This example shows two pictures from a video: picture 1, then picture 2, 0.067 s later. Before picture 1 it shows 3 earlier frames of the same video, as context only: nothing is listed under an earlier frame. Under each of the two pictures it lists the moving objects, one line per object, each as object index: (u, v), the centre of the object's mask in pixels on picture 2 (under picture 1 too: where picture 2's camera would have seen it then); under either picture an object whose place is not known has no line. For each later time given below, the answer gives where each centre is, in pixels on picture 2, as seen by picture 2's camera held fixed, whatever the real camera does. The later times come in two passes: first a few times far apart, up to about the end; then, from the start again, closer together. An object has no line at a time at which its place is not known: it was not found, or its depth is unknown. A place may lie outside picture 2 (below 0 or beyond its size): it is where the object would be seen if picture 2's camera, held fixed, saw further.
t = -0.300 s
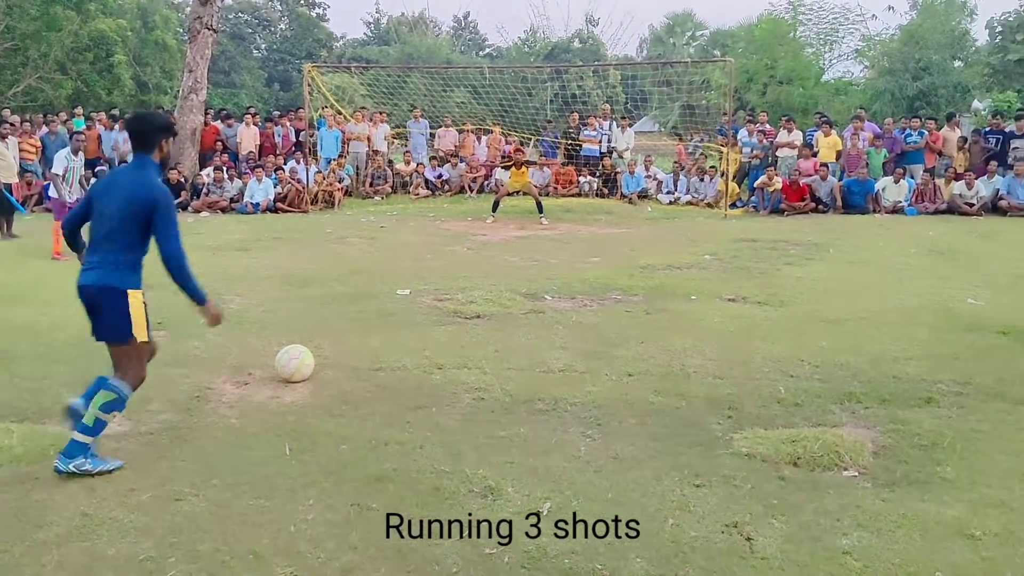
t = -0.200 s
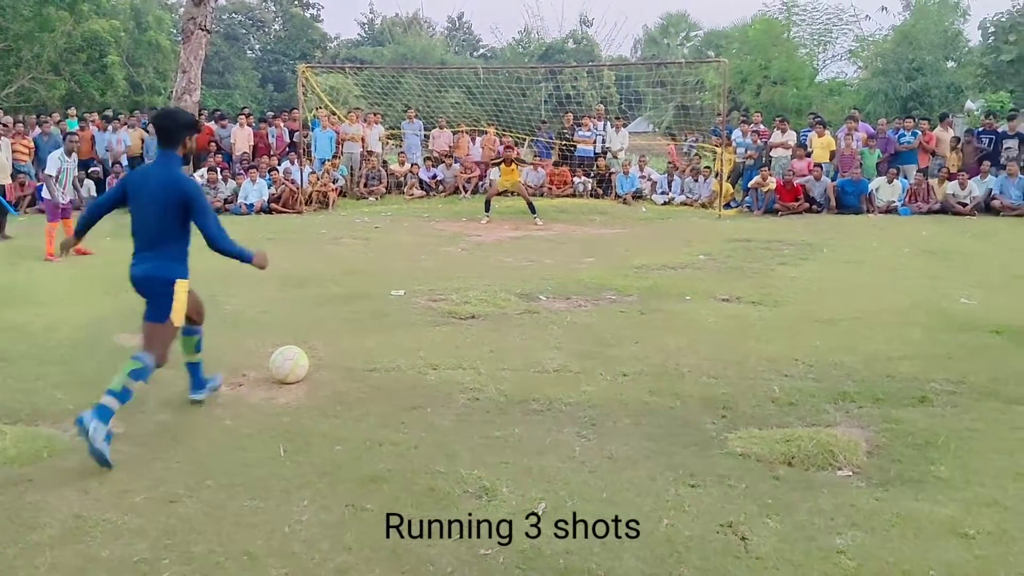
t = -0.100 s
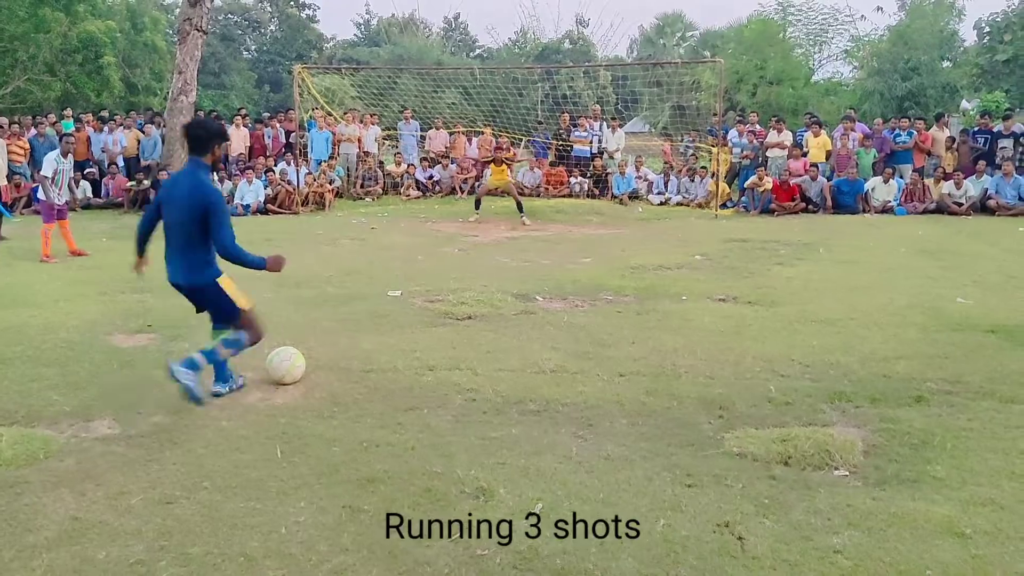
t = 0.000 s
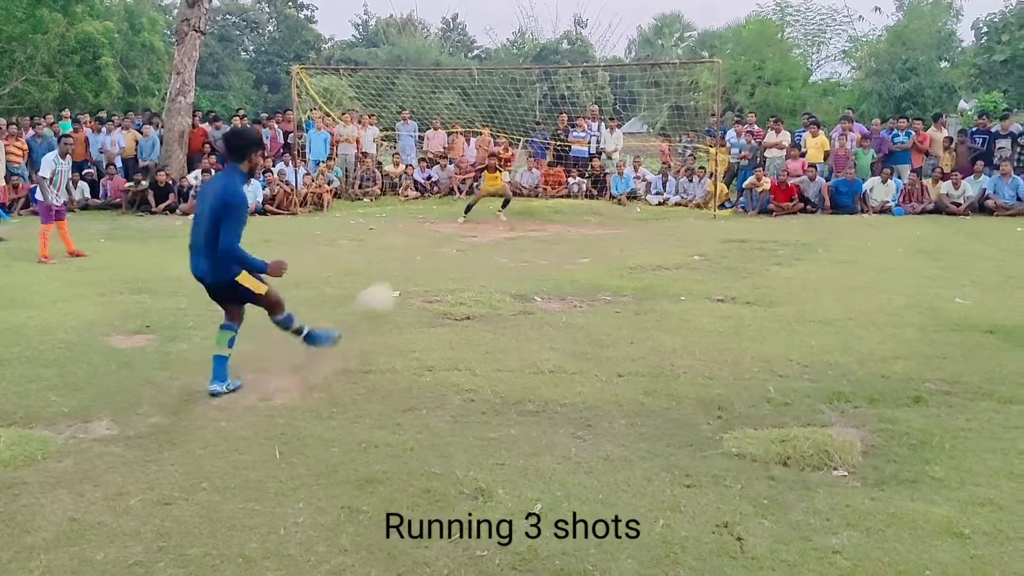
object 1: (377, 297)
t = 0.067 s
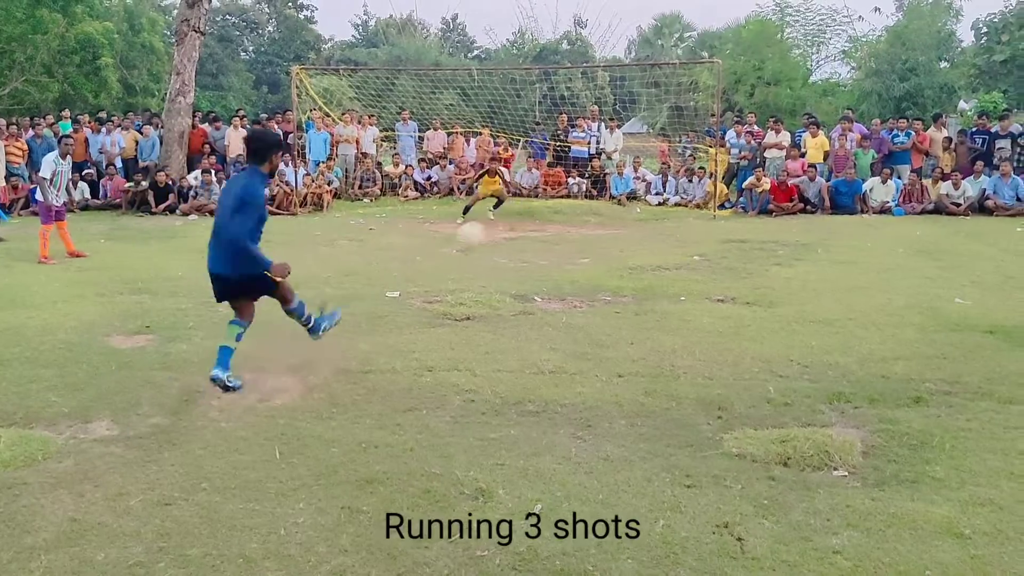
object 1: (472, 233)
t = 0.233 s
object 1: (612, 152)
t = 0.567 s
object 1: (730, 103)
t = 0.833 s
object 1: (740, 87)
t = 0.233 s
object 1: (612, 152)
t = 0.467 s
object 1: (707, 106)
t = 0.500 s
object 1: (715, 104)
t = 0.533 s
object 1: (723, 103)
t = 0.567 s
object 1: (730, 103)
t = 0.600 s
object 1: (737, 103)
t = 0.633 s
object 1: (743, 103)
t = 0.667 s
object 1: (748, 104)
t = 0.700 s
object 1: (753, 106)
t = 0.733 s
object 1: (752, 103)
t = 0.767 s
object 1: (748, 97)
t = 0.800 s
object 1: (744, 91)
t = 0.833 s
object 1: (740, 87)
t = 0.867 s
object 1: (736, 82)
